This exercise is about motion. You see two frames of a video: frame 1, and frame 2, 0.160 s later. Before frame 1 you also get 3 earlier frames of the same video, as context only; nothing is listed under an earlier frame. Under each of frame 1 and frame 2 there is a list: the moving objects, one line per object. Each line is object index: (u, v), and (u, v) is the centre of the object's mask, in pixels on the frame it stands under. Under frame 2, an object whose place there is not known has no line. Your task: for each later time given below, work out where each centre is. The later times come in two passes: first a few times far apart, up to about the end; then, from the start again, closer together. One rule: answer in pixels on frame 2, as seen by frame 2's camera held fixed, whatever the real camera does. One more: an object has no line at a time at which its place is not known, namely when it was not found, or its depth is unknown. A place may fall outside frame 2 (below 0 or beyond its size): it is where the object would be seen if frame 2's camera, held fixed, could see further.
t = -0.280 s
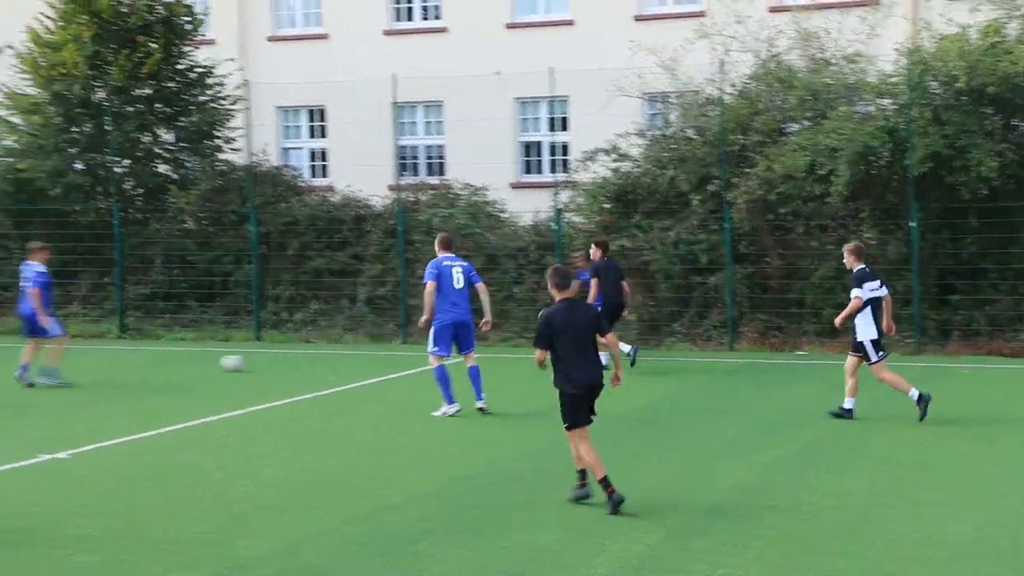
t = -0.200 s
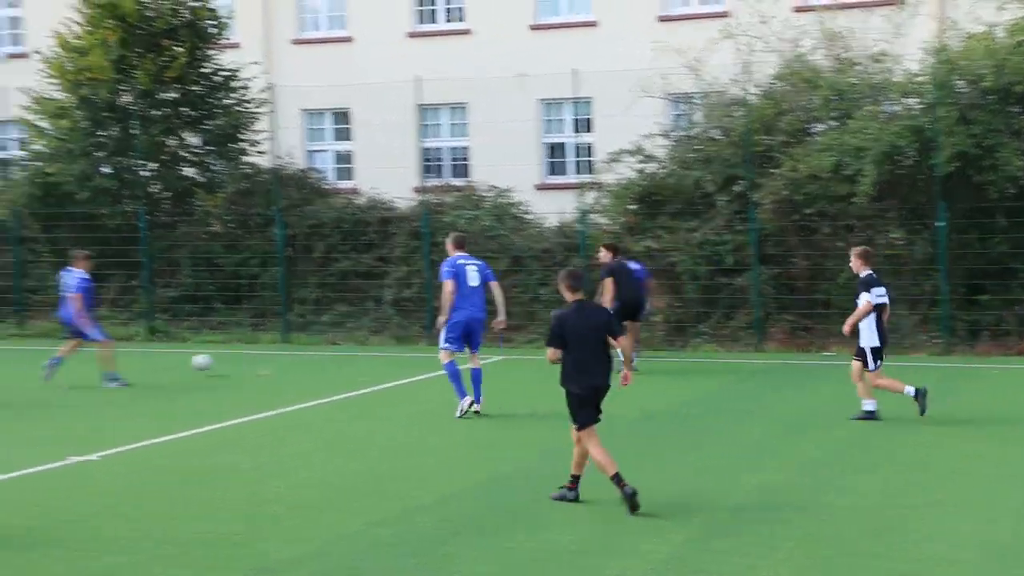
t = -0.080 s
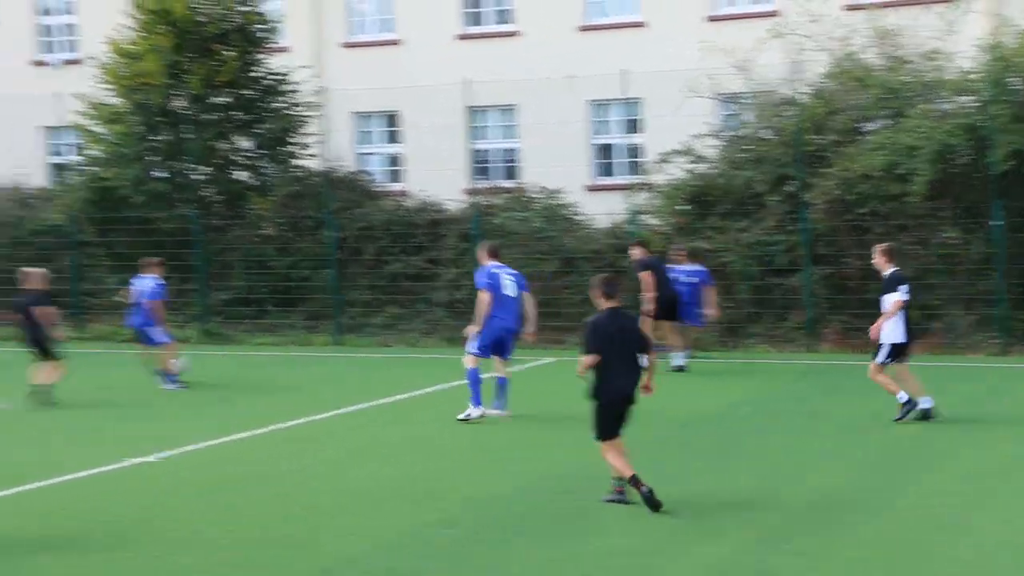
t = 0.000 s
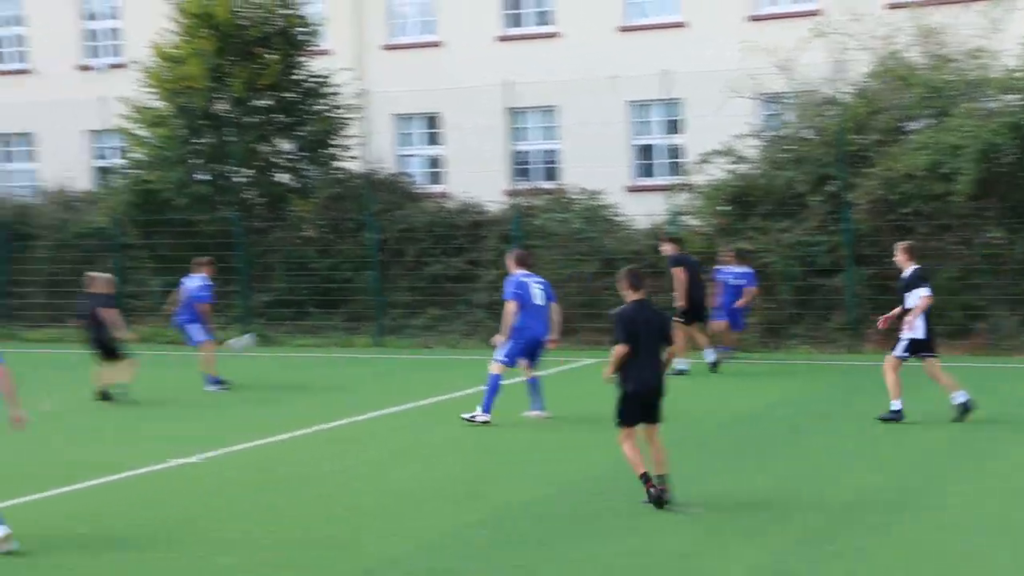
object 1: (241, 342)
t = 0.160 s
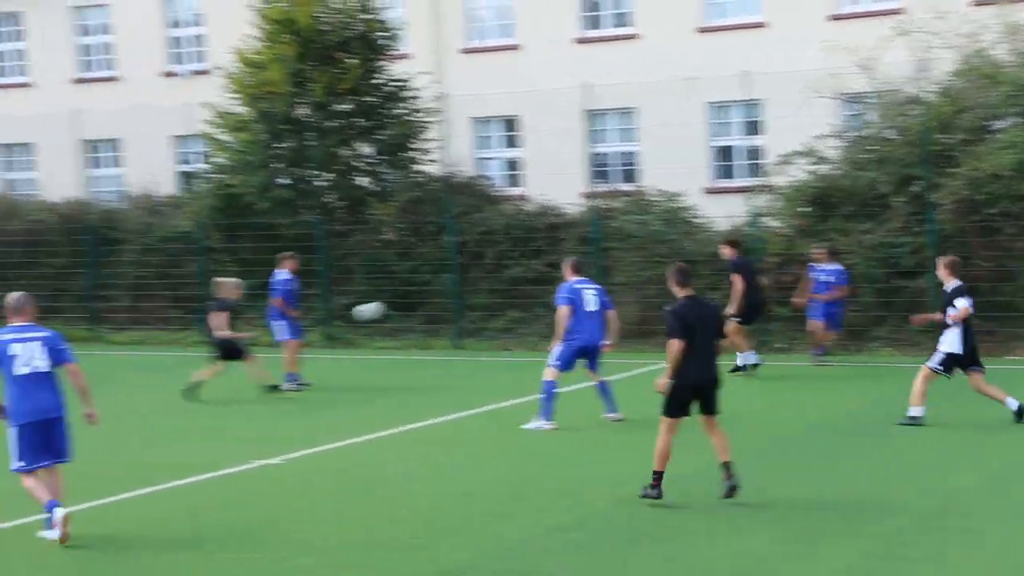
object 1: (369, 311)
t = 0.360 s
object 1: (433, 293)
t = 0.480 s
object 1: (471, 297)
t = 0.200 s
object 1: (382, 305)
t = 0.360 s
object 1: (433, 293)
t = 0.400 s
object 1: (446, 293)
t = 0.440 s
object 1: (458, 295)
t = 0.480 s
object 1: (471, 297)
